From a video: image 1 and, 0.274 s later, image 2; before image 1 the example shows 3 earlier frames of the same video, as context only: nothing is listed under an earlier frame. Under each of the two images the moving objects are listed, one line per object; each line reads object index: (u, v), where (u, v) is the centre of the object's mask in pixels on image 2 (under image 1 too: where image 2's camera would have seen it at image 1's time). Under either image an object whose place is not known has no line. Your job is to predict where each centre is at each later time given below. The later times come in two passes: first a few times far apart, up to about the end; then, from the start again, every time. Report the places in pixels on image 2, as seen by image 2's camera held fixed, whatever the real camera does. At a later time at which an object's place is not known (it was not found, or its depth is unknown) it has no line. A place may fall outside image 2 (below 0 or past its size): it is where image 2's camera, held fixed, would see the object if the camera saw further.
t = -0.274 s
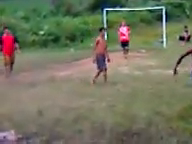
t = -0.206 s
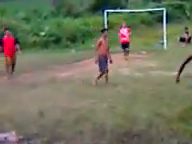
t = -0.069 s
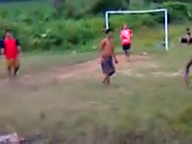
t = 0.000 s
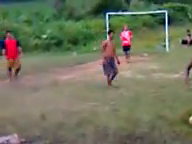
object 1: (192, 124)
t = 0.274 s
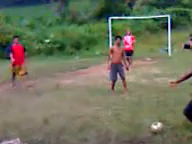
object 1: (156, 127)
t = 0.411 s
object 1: (139, 126)
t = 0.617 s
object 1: (115, 125)
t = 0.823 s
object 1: (95, 125)
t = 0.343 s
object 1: (147, 126)
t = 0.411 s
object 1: (139, 126)
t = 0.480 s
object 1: (131, 126)
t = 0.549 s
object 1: (123, 125)
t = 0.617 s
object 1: (115, 125)
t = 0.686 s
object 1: (108, 126)
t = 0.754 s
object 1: (101, 125)
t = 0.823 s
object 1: (95, 125)
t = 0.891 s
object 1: (88, 125)
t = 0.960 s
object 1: (82, 125)
